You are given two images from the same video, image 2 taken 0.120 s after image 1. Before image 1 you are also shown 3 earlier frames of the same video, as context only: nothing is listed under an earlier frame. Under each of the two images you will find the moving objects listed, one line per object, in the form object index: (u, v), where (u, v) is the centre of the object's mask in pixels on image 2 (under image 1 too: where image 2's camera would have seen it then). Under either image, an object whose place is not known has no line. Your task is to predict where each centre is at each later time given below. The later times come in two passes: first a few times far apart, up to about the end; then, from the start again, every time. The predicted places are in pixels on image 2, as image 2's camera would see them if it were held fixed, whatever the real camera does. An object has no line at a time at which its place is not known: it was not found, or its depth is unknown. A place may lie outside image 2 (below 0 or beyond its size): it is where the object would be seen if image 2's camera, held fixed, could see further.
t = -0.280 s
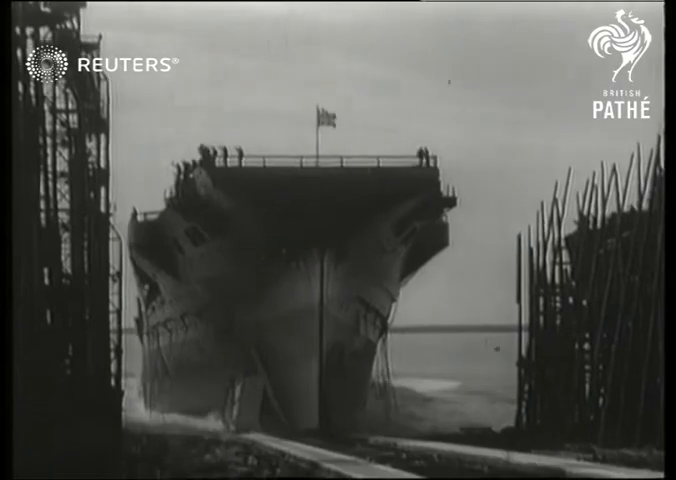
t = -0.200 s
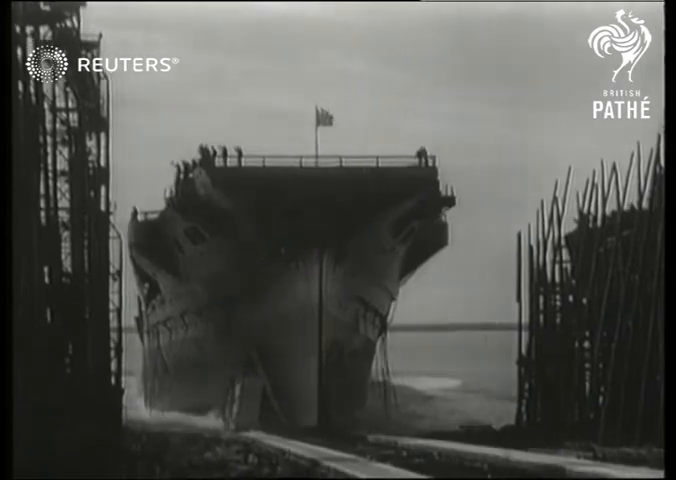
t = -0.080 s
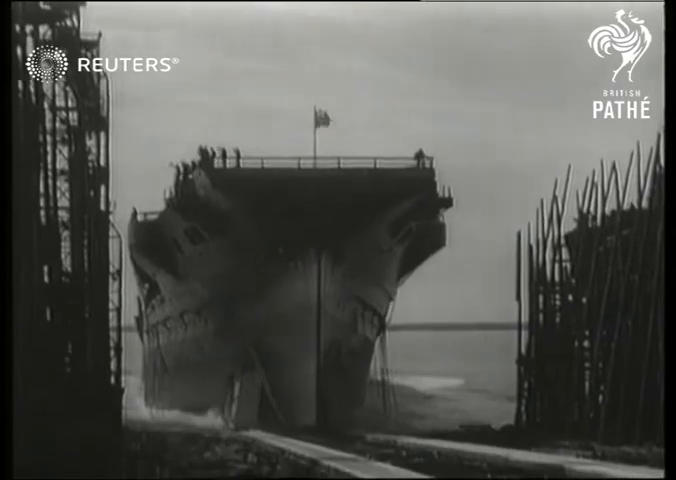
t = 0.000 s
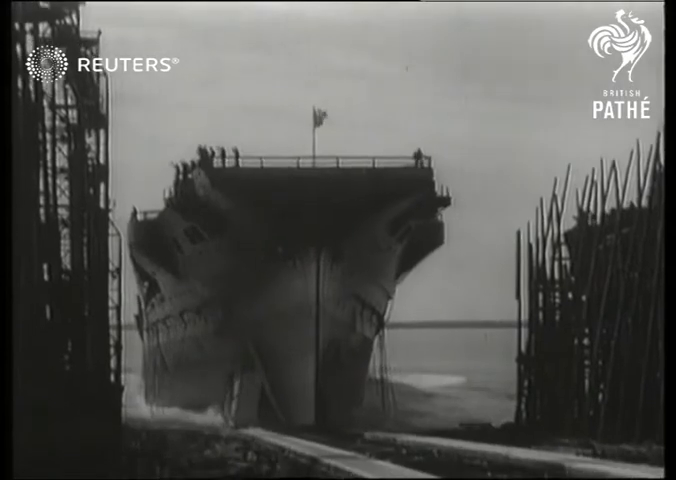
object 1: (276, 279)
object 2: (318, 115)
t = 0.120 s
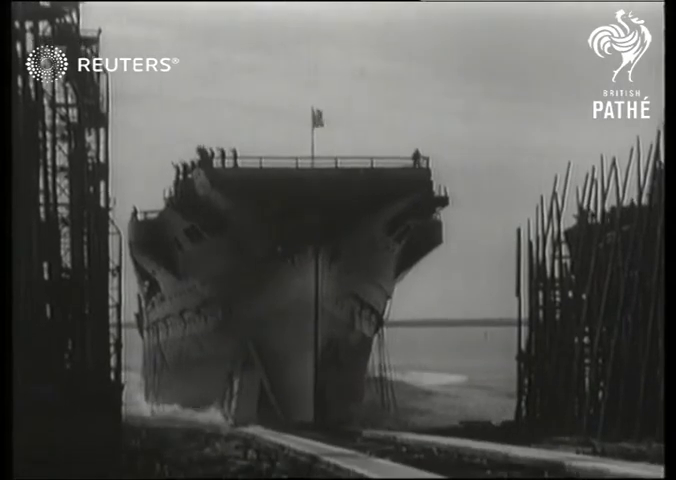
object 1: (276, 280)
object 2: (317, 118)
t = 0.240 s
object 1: (275, 281)
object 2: (318, 120)
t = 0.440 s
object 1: (274, 282)
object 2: (315, 123)
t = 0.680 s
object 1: (272, 285)
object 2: (316, 128)
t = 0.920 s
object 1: (271, 286)
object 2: (314, 134)
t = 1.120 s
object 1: (269, 289)
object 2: (311, 137)
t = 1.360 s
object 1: (269, 290)
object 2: (308, 139)
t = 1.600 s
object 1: (268, 291)
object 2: (310, 144)
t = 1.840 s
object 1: (267, 293)
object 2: (305, 148)
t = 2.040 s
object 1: (266, 294)
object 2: (308, 151)
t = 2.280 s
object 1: (265, 296)
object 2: (304, 154)
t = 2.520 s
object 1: (264, 298)
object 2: (302, 158)
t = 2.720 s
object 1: (263, 299)
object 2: (300, 161)
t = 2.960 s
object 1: (263, 300)
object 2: (296, 164)
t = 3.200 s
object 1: (261, 302)
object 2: (297, 168)
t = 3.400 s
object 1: (261, 303)
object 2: (295, 171)
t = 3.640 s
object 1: (260, 304)
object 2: (292, 176)
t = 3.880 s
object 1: (259, 306)
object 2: (292, 179)
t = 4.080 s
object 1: (257, 307)
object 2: (289, 182)
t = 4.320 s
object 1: (256, 308)
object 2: (285, 184)
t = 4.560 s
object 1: (256, 308)
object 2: (285, 187)
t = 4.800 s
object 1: (255, 310)
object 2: (286, 189)
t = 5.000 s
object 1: (255, 310)
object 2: (283, 192)
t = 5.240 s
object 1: (255, 310)
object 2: (280, 196)
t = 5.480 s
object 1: (254, 311)
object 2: (280, 199)
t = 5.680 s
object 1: (254, 312)
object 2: (279, 201)
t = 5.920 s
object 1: (255, 314)
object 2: (275, 203)
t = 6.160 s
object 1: (253, 314)
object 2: (276, 206)
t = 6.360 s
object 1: (252, 314)
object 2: (274, 207)
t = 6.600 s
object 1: (253, 316)
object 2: (274, 209)
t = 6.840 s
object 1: (252, 315)
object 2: (271, 213)
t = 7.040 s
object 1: (253, 316)
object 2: (271, 214)
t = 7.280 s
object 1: (252, 317)
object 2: (269, 219)
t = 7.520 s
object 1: (252, 318)
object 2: (267, 220)
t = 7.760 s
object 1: (252, 318)
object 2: (266, 220)
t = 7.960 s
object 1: (252, 318)
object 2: (269, 223)
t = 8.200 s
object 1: (251, 318)
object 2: (267, 225)
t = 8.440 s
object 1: (251, 318)
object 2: (265, 227)
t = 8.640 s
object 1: (252, 320)
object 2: (263, 228)
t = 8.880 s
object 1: (252, 319)
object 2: (264, 229)
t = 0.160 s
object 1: (275, 280)
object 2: (317, 118)
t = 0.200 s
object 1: (275, 280)
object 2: (317, 119)
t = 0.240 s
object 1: (275, 281)
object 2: (318, 120)
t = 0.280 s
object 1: (275, 281)
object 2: (318, 121)
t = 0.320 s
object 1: (275, 282)
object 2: (317, 121)
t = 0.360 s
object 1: (275, 282)
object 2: (315, 121)
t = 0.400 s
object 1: (274, 282)
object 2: (315, 122)
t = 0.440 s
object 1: (274, 282)
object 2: (315, 123)
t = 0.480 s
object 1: (274, 282)
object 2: (315, 124)
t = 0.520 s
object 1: (273, 284)
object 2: (316, 125)
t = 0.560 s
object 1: (273, 284)
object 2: (316, 126)
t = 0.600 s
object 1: (273, 284)
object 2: (317, 127)
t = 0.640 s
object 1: (273, 284)
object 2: (317, 127)
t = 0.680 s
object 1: (272, 285)
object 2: (316, 128)
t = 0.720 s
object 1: (272, 285)
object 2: (316, 129)
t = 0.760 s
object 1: (271, 285)
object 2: (316, 130)
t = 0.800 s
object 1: (271, 286)
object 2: (315, 131)
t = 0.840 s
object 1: (271, 286)
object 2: (315, 132)
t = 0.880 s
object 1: (271, 286)
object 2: (315, 133)
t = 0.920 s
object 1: (271, 286)
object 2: (314, 134)
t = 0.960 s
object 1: (271, 287)
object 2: (314, 134)
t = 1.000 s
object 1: (270, 287)
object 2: (313, 135)
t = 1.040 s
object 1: (270, 288)
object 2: (312, 136)
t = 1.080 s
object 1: (270, 288)
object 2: (312, 137)
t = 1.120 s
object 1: (269, 289)
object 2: (311, 137)
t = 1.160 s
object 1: (269, 289)
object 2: (310, 137)
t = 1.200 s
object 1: (269, 289)
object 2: (309, 137)
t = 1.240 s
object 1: (269, 289)
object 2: (308, 137)
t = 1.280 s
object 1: (269, 290)
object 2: (307, 137)
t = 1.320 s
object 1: (269, 290)
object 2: (307, 138)
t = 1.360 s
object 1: (269, 290)
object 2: (308, 139)
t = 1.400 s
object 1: (268, 290)
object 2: (308, 139)
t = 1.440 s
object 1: (268, 290)
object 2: (309, 140)
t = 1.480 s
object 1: (268, 290)
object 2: (310, 141)
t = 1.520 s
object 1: (268, 291)
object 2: (310, 142)
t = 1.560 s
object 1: (268, 291)
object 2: (311, 143)
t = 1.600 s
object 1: (268, 291)
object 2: (310, 144)
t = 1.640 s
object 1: (267, 292)
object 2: (309, 145)
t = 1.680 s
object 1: (267, 292)
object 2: (309, 145)
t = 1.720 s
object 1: (267, 292)
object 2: (308, 146)
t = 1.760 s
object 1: (267, 292)
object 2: (307, 147)
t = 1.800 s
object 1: (267, 292)
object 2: (306, 147)
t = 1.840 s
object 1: (267, 293)
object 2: (305, 148)
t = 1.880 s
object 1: (267, 293)
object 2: (306, 149)
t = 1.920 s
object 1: (267, 294)
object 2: (306, 149)
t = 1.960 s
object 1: (266, 294)
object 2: (306, 150)
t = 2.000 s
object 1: (266, 294)
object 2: (307, 151)
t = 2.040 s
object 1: (266, 294)
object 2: (308, 151)
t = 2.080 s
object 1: (266, 294)
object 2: (308, 151)
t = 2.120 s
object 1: (265, 294)
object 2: (307, 152)
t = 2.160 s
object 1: (265, 295)
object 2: (306, 153)
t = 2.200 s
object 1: (265, 295)
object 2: (305, 153)
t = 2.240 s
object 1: (265, 296)
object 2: (304, 153)
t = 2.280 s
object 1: (265, 296)
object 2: (304, 154)
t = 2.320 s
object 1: (265, 297)
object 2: (304, 154)
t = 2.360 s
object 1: (265, 297)
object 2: (303, 155)
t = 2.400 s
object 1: (265, 296)
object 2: (303, 156)
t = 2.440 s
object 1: (264, 297)
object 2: (302, 156)
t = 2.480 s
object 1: (264, 297)
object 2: (302, 157)
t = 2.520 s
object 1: (264, 298)
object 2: (302, 158)
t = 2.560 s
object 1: (264, 298)
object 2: (300, 159)
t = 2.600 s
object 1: (264, 299)
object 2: (300, 160)
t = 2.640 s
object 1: (263, 298)
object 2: (300, 160)
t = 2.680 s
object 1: (263, 298)
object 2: (300, 161)
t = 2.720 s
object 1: (263, 299)
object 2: (300, 161)
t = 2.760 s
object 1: (263, 300)
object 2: (300, 161)
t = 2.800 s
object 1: (263, 300)
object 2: (299, 162)
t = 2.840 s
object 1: (263, 300)
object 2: (298, 162)
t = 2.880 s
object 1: (263, 301)
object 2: (297, 163)
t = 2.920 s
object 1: (263, 300)
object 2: (296, 163)
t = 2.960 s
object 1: (263, 300)
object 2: (296, 164)
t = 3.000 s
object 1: (262, 300)
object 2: (296, 165)
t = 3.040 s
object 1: (262, 301)
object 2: (297, 165)
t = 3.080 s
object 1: (262, 302)
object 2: (298, 166)
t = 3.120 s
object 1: (262, 301)
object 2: (298, 166)
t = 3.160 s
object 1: (262, 303)
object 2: (298, 168)
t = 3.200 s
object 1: (261, 302)
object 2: (297, 168)
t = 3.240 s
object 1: (262, 303)
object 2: (297, 169)
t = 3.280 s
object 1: (262, 304)
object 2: (297, 170)
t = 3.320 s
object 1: (261, 303)
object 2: (296, 170)
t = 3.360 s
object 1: (262, 304)
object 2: (295, 171)
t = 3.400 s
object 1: (261, 303)
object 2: (295, 171)
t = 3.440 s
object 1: (261, 303)
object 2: (294, 173)
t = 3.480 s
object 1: (261, 304)
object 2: (294, 173)
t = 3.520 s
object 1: (261, 303)
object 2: (293, 173)
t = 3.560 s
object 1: (261, 304)
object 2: (293, 175)
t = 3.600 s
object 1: (260, 304)
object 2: (292, 175)
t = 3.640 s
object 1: (260, 304)
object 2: (292, 176)
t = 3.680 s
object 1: (260, 304)
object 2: (292, 176)
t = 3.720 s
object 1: (259, 305)
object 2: (291, 177)
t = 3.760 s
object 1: (259, 305)
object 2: (291, 178)
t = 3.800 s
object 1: (259, 305)
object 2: (291, 178)
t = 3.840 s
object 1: (259, 305)
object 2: (291, 179)
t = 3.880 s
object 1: (259, 306)
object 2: (292, 179)
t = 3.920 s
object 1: (258, 305)
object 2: (291, 180)
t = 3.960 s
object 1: (258, 306)
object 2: (290, 180)
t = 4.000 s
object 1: (258, 305)
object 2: (290, 181)
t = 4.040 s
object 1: (258, 306)
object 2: (289, 181)
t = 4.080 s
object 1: (257, 307)
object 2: (289, 182)
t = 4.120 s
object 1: (257, 307)
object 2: (288, 182)
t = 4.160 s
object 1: (257, 307)
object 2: (286, 182)
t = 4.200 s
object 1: (257, 307)
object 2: (286, 183)
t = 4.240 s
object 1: (257, 308)
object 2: (285, 183)
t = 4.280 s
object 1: (257, 308)
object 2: (285, 183)
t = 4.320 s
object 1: (256, 308)
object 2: (285, 184)
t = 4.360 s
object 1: (256, 308)
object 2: (286, 184)
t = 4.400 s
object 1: (256, 308)
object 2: (286, 185)
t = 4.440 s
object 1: (256, 308)
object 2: (287, 186)
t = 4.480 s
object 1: (256, 308)
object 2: (287, 186)
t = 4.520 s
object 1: (256, 308)
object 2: (286, 187)
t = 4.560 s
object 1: (256, 308)
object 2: (285, 187)
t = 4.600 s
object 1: (256, 308)
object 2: (285, 188)
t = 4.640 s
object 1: (256, 308)
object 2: (285, 188)
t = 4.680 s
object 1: (256, 309)
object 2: (286, 188)
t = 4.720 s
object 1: (257, 311)
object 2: (286, 188)
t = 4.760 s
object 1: (255, 309)
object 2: (286, 189)
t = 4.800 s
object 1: (255, 310)
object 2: (286, 189)
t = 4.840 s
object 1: (255, 310)
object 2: (285, 190)
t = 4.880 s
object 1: (255, 310)
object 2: (285, 191)
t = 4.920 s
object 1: (255, 310)
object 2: (283, 191)
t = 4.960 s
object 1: (255, 309)
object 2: (282, 192)
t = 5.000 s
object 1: (255, 310)
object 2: (283, 192)
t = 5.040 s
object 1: (255, 309)
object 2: (282, 193)
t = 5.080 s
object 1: (255, 309)
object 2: (283, 193)
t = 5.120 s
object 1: (255, 309)
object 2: (282, 194)
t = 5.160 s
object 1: (254, 309)
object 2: (281, 194)
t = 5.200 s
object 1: (254, 310)
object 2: (280, 195)
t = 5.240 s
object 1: (255, 310)
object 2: (280, 196)
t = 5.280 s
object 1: (255, 311)
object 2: (281, 196)
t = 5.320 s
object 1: (255, 311)
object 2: (281, 197)
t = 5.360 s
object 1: (254, 310)
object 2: (281, 198)
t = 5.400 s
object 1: (254, 310)
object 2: (280, 198)
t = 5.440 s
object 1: (254, 311)
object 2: (280, 199)
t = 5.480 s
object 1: (254, 311)
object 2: (280, 199)
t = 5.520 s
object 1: (253, 312)
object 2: (280, 200)
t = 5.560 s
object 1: (253, 312)
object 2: (280, 200)
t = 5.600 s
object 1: (253, 312)
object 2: (280, 200)
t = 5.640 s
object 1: (253, 312)
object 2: (279, 200)
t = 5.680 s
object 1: (254, 312)
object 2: (279, 201)
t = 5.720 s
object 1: (254, 313)
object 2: (278, 201)
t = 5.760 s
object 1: (254, 313)
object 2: (277, 201)
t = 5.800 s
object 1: (254, 313)
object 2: (276, 201)
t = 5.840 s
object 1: (255, 314)
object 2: (276, 202)
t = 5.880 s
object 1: (255, 313)
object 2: (275, 202)
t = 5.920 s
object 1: (255, 314)
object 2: (275, 203)
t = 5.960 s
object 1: (254, 314)
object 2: (275, 204)
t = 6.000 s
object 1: (254, 314)
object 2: (276, 204)
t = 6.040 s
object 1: (254, 314)
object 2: (276, 205)
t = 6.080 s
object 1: (253, 314)
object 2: (277, 205)
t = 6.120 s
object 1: (253, 314)
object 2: (276, 205)
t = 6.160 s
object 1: (253, 314)
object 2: (276, 206)
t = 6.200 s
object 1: (253, 314)
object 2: (276, 206)
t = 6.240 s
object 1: (253, 314)
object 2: (275, 206)
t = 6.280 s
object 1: (253, 314)
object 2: (275, 207)
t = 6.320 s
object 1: (253, 314)
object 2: (274, 207)
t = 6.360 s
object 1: (252, 314)
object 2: (274, 207)
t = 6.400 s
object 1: (252, 315)
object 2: (274, 208)
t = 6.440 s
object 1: (253, 315)
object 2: (275, 208)
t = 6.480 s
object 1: (253, 316)
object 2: (275, 209)
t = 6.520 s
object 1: (253, 316)
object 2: (275, 209)
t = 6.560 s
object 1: (253, 316)
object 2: (274, 209)
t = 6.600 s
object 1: (253, 316)
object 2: (274, 209)
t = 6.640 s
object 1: (253, 316)
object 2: (273, 210)
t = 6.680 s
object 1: (253, 316)
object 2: (272, 210)
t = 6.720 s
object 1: (253, 315)
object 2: (272, 211)
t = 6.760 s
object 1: (253, 315)
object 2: (271, 211)
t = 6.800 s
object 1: (252, 315)
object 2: (271, 212)
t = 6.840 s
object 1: (252, 315)
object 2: (271, 213)
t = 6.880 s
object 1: (252, 316)
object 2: (271, 213)
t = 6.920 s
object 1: (252, 316)
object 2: (271, 213)
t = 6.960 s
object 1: (252, 316)
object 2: (271, 214)
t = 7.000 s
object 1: (252, 316)
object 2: (270, 215)
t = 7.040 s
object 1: (253, 316)
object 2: (271, 214)
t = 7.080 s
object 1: (253, 317)
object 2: (271, 215)
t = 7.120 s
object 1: (253, 317)
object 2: (270, 216)
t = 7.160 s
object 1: (253, 317)
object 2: (270, 216)
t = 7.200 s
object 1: (252, 317)
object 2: (269, 217)
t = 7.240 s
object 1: (253, 317)
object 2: (270, 218)
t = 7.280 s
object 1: (252, 317)
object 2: (269, 219)
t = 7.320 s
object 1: (252, 318)
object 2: (269, 219)
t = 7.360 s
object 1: (252, 317)
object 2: (269, 219)
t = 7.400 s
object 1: (253, 318)
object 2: (268, 219)
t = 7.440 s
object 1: (253, 318)
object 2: (267, 219)
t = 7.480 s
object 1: (252, 318)
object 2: (267, 220)
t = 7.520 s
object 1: (252, 318)
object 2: (267, 220)
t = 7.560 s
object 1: (253, 318)
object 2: (267, 220)
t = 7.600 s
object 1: (253, 318)
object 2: (266, 219)
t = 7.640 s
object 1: (253, 318)
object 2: (266, 219)
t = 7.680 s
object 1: (253, 318)
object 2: (266, 219)
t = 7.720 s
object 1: (252, 318)
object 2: (265, 220)
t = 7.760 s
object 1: (252, 318)
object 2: (266, 220)
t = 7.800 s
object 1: (253, 317)
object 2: (266, 220)
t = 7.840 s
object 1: (252, 318)
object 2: (267, 221)
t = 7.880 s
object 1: (253, 318)
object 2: (267, 222)
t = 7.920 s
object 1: (253, 318)
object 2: (268, 222)
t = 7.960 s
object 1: (252, 318)
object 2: (269, 223)
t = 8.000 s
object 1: (252, 318)
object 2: (269, 223)
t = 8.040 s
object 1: (252, 318)
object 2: (268, 224)
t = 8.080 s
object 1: (251, 318)
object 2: (268, 225)
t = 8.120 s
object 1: (251, 318)
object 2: (267, 225)
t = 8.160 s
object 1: (251, 318)
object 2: (267, 225)
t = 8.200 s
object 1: (251, 318)
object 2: (267, 225)
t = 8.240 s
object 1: (251, 318)
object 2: (266, 226)
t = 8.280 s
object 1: (251, 318)
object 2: (266, 226)
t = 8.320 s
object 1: (251, 318)
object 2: (265, 226)
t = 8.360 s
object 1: (251, 318)
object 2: (265, 227)
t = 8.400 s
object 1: (251, 318)
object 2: (264, 227)
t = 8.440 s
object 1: (251, 318)
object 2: (265, 227)
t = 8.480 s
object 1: (251, 319)
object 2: (264, 227)
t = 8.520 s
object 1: (252, 319)
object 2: (263, 227)
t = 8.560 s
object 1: (252, 319)
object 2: (264, 227)
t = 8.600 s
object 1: (252, 319)
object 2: (264, 228)
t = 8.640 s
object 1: (252, 320)
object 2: (263, 228)
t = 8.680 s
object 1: (251, 319)
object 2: (264, 227)
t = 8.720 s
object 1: (252, 319)
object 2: (264, 228)
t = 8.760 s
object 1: (251, 319)
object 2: (264, 228)
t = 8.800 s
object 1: (251, 319)
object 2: (264, 229)
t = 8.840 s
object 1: (251, 319)
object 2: (264, 229)
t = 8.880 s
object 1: (252, 319)
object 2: (264, 229)
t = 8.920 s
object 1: (252, 319)
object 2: (263, 230)
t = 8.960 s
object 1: (252, 320)
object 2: (263, 230)
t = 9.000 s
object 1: (252, 320)
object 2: (263, 231)
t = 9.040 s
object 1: (252, 320)
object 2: (262, 231)
